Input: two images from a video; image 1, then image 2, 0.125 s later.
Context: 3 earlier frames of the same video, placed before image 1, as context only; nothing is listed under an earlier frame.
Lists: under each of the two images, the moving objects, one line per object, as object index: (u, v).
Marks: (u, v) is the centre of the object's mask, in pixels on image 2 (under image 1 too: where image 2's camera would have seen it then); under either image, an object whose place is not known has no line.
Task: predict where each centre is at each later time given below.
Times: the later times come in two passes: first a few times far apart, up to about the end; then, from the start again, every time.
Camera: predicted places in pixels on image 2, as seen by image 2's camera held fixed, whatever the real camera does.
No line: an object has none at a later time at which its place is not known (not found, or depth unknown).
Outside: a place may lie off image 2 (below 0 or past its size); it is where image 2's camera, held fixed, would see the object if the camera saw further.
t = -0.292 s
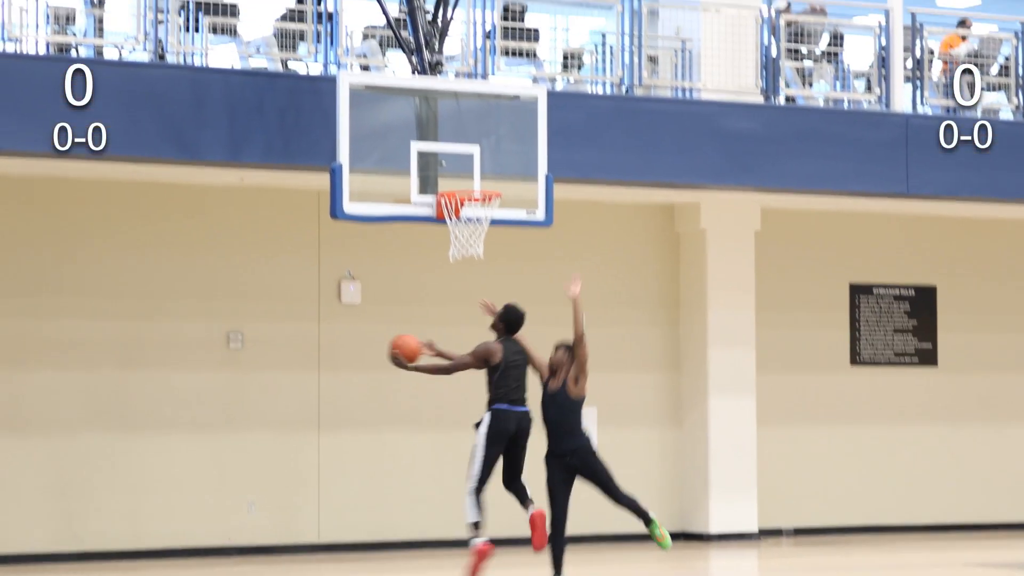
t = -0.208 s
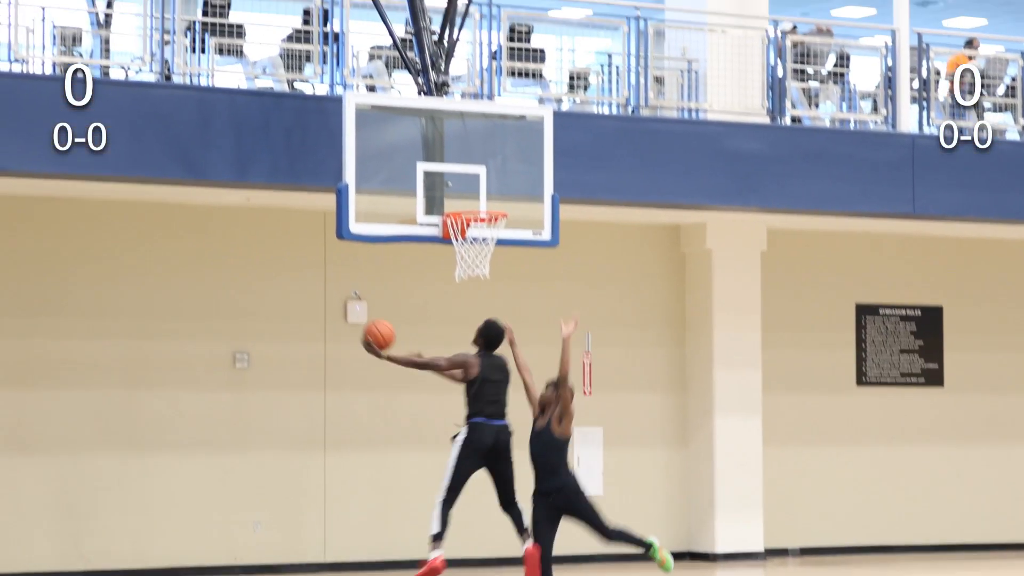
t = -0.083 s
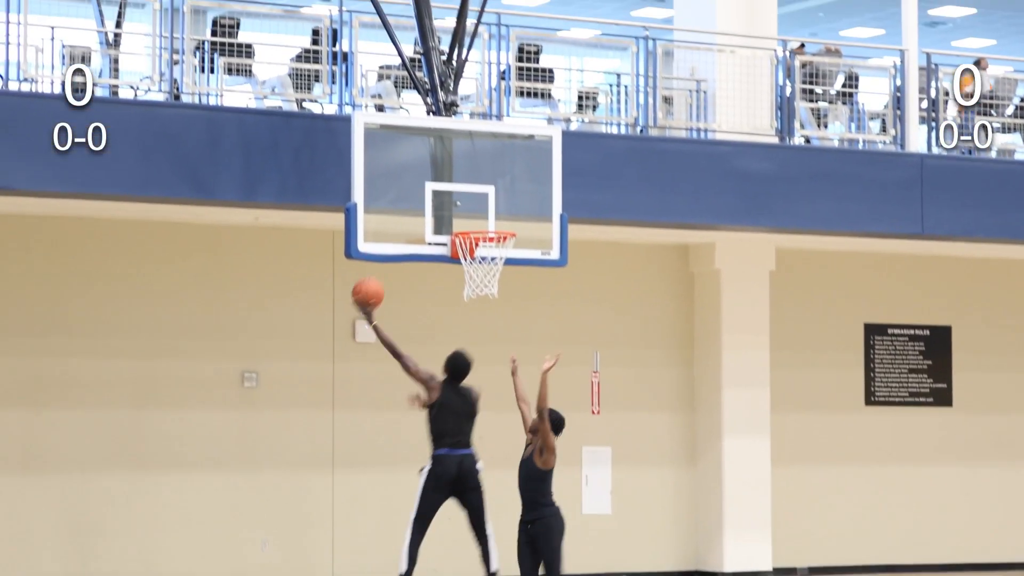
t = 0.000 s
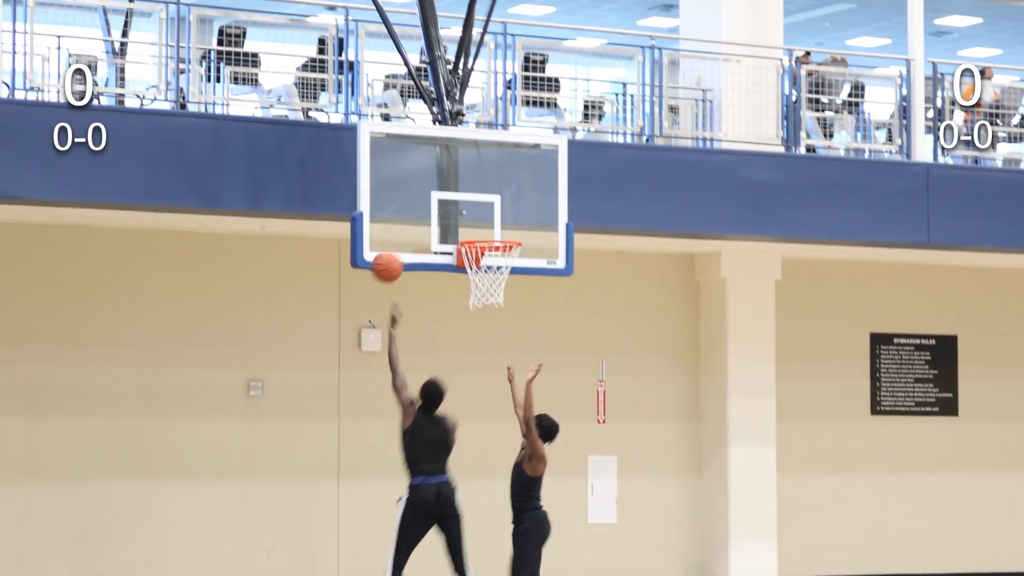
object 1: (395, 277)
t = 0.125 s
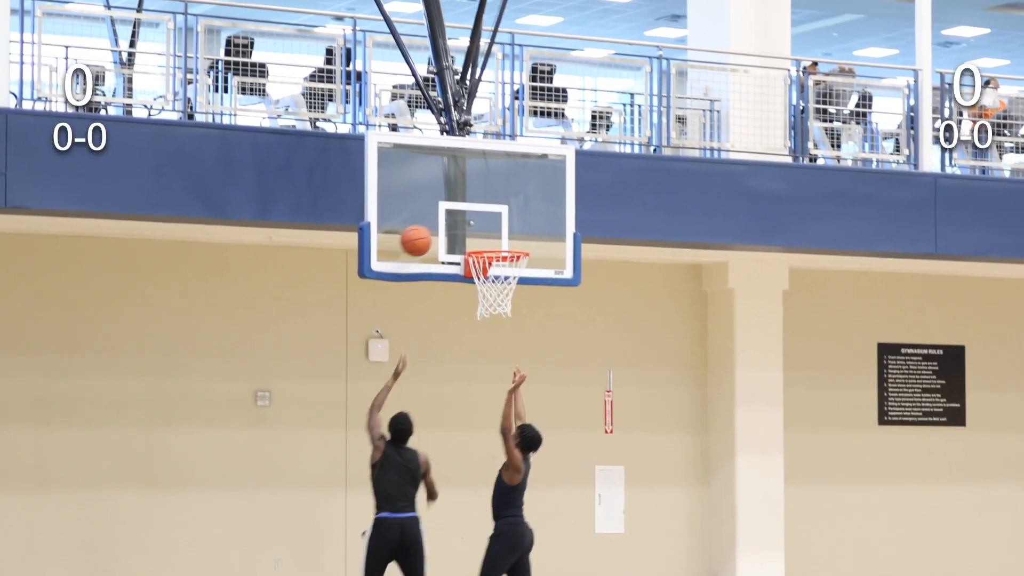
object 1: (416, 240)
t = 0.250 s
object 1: (442, 228)
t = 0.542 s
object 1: (517, 279)
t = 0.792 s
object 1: (521, 332)
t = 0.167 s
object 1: (423, 233)
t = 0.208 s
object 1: (430, 229)
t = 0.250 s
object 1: (442, 228)
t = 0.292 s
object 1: (453, 229)
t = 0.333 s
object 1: (463, 231)
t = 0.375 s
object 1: (473, 236)
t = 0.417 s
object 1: (485, 243)
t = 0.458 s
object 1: (496, 255)
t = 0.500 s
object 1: (507, 267)
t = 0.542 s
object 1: (517, 279)
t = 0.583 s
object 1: (520, 286)
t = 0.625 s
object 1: (519, 297)
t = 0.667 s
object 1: (521, 299)
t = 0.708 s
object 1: (521, 307)
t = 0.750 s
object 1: (522, 319)
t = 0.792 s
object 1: (521, 332)
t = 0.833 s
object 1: (522, 346)
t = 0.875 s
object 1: (522, 364)
